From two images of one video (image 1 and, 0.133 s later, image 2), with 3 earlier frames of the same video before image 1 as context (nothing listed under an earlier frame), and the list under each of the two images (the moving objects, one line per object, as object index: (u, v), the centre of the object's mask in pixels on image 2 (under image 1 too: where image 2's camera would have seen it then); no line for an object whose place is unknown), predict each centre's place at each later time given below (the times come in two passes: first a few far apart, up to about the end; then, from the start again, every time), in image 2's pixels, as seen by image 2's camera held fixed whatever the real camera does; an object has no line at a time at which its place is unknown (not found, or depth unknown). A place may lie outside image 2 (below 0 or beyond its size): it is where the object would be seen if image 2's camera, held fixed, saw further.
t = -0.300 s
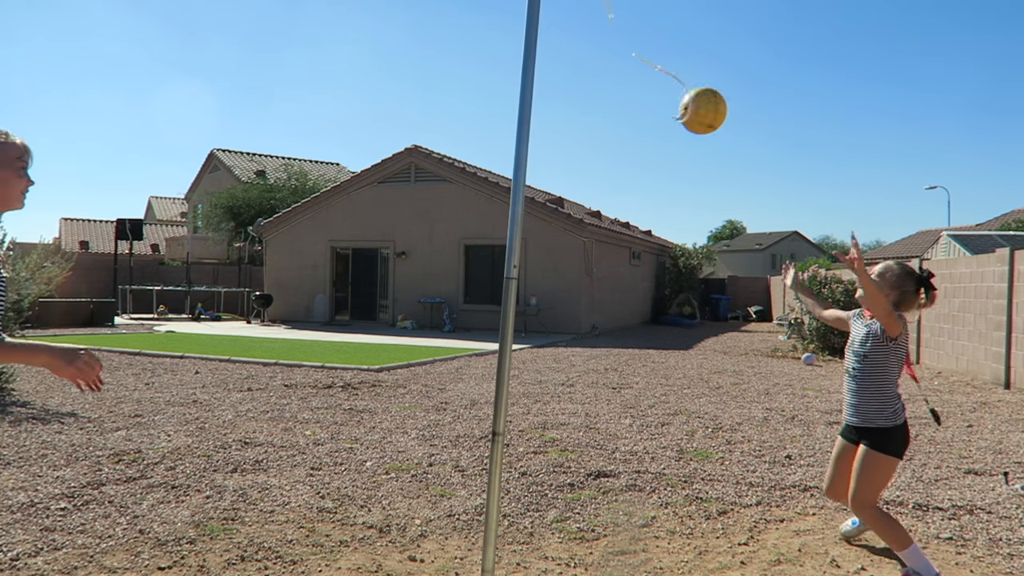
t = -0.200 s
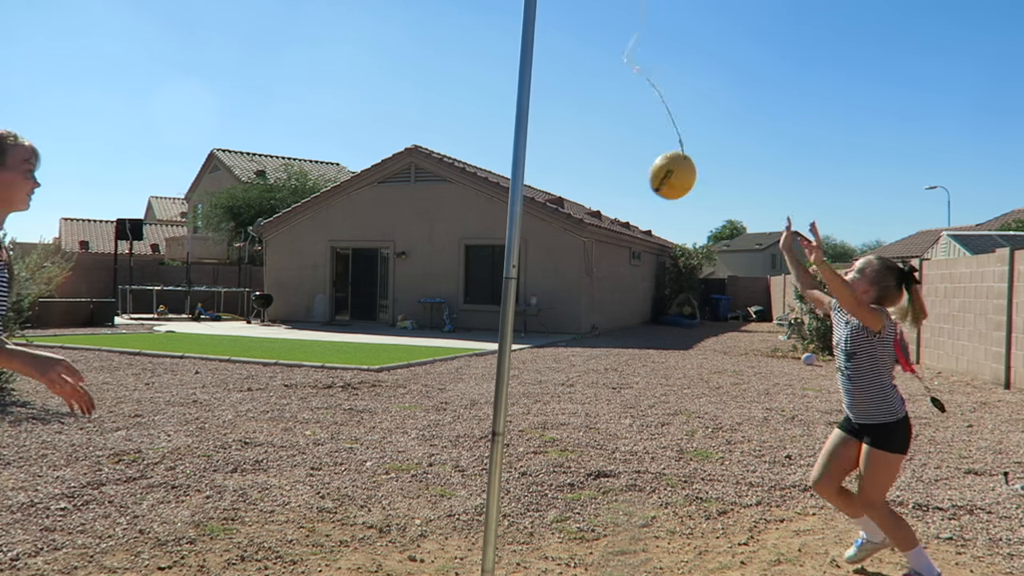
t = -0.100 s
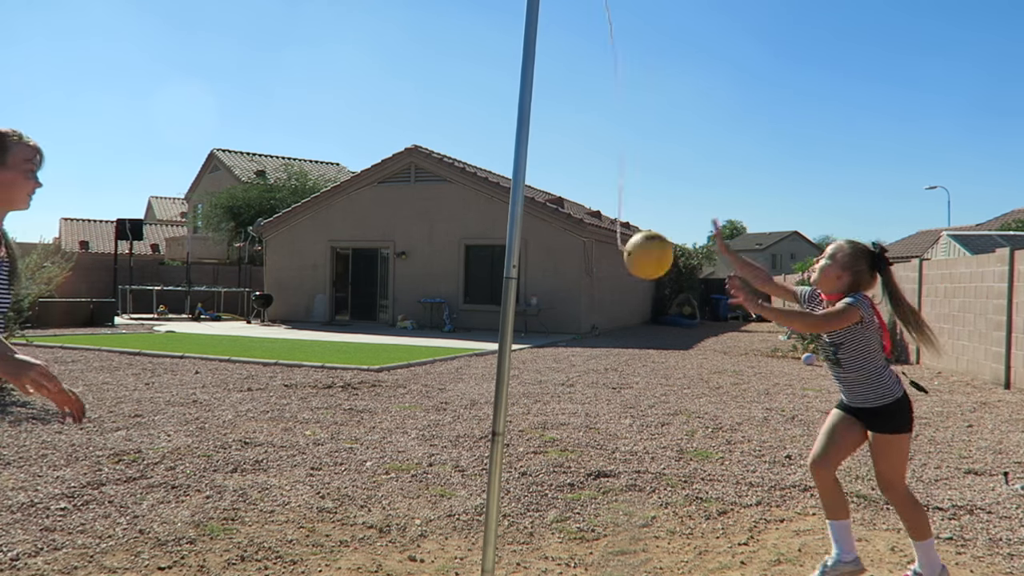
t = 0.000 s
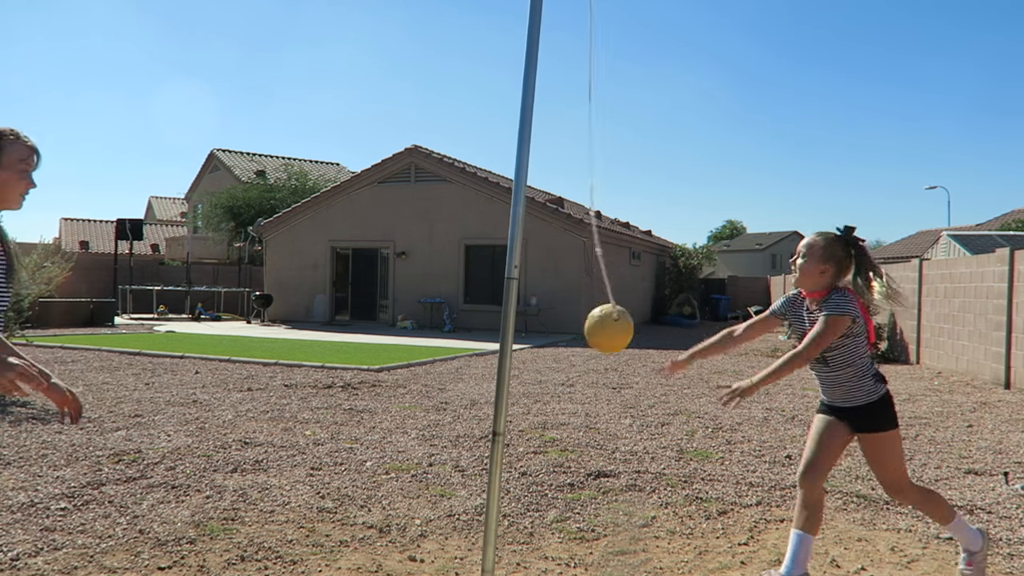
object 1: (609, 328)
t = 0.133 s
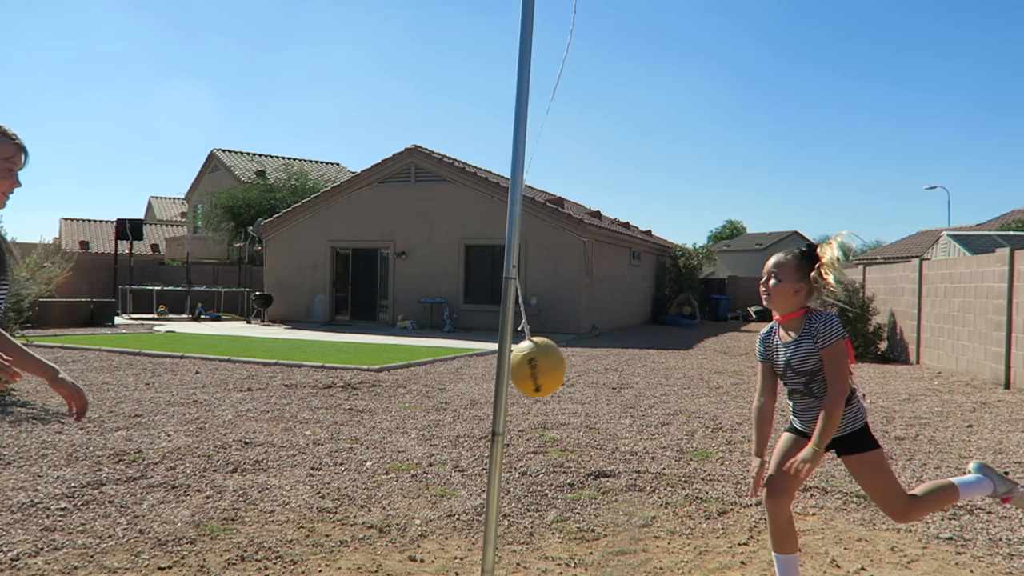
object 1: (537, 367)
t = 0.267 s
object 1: (440, 417)
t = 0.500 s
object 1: (281, 304)
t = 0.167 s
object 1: (516, 385)
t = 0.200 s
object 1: (477, 403)
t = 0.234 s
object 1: (461, 417)
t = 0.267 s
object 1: (440, 417)
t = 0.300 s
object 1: (415, 413)
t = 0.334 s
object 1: (388, 406)
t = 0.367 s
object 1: (368, 385)
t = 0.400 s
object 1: (349, 362)
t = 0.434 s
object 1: (327, 342)
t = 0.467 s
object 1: (304, 323)
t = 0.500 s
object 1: (281, 304)
